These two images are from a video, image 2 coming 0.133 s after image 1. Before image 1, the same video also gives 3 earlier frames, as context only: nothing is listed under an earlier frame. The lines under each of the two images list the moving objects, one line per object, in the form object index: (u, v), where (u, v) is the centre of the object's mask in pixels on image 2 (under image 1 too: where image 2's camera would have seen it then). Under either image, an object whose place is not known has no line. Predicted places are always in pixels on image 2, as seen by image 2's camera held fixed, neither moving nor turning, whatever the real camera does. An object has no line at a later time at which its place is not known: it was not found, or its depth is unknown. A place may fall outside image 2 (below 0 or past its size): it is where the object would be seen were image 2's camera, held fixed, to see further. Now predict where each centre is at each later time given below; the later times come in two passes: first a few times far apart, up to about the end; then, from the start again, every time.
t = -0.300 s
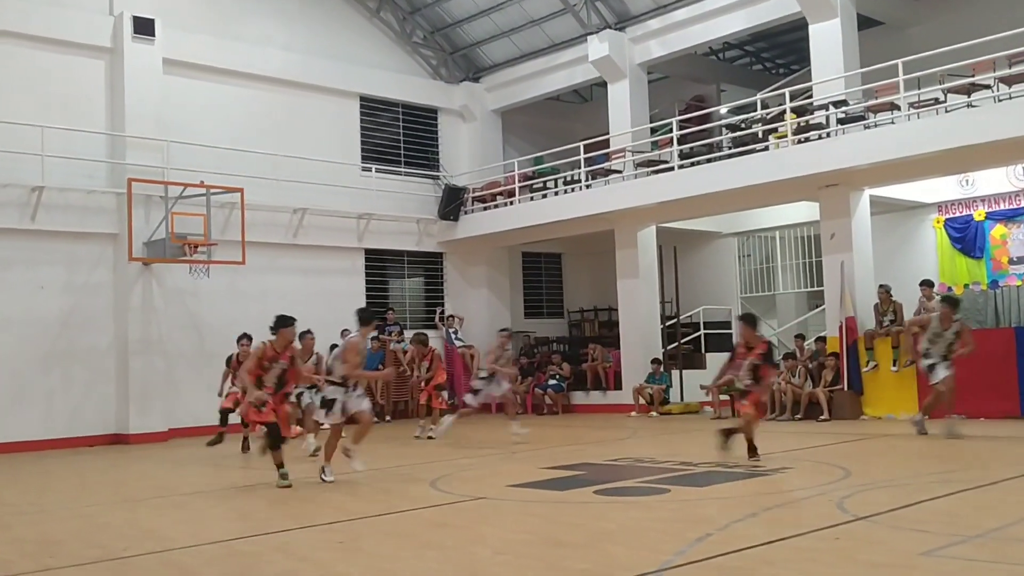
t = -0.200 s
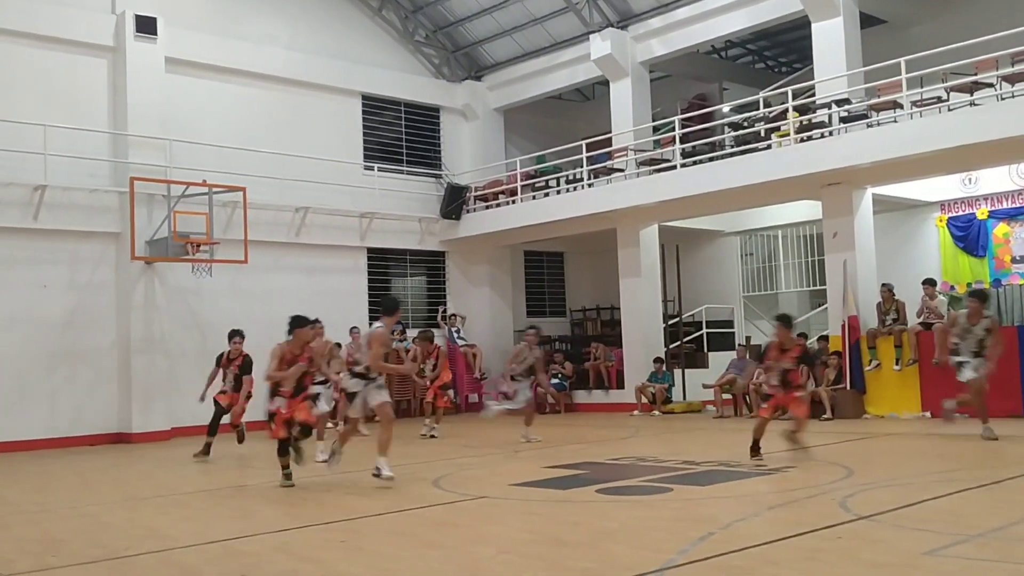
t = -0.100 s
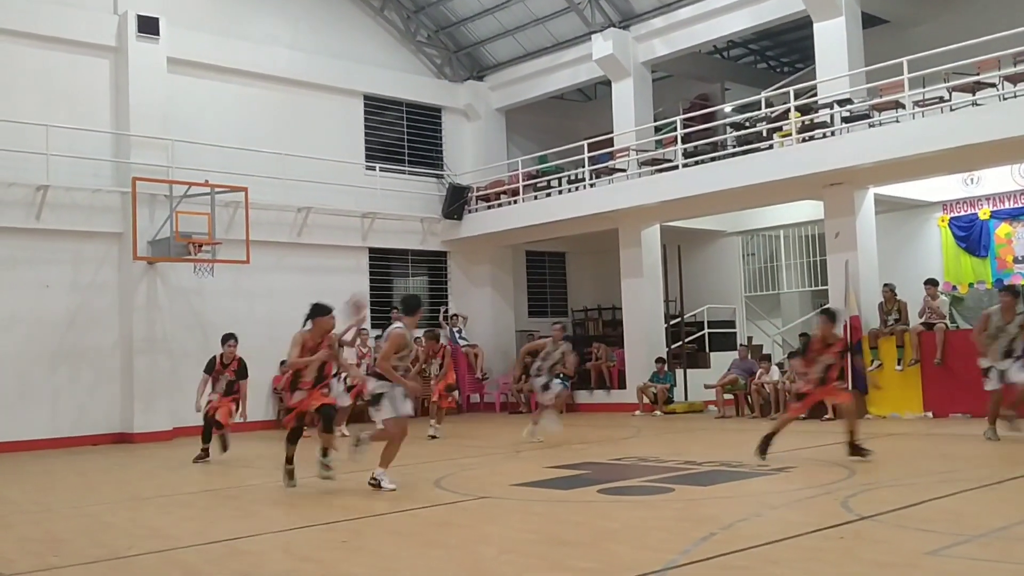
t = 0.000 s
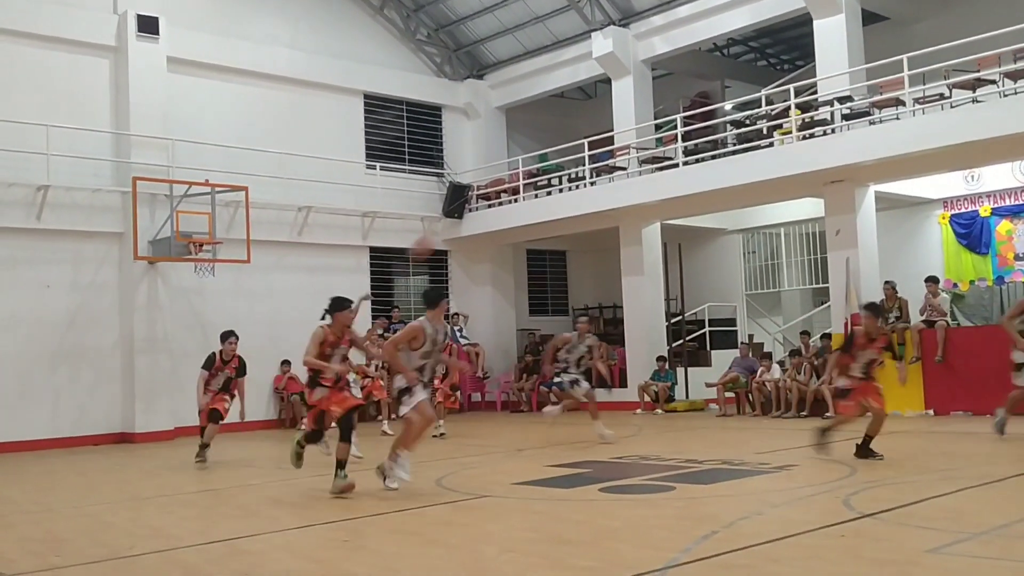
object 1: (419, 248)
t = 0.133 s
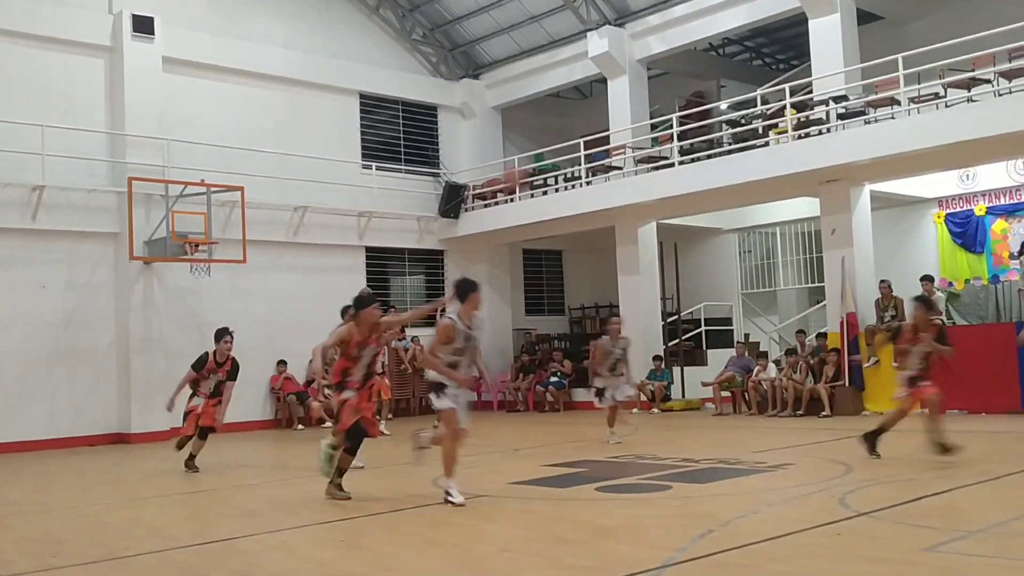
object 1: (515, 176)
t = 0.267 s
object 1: (618, 115)
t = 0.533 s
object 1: (873, 23)
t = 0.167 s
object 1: (539, 162)
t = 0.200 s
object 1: (565, 143)
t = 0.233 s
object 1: (591, 127)
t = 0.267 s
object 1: (618, 115)
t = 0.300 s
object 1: (652, 101)
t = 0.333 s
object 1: (678, 87)
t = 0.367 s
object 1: (709, 73)
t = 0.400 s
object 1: (738, 62)
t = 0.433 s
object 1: (767, 52)
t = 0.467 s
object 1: (794, 44)
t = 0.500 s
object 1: (839, 31)
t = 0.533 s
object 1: (873, 23)
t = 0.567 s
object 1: (910, 15)
